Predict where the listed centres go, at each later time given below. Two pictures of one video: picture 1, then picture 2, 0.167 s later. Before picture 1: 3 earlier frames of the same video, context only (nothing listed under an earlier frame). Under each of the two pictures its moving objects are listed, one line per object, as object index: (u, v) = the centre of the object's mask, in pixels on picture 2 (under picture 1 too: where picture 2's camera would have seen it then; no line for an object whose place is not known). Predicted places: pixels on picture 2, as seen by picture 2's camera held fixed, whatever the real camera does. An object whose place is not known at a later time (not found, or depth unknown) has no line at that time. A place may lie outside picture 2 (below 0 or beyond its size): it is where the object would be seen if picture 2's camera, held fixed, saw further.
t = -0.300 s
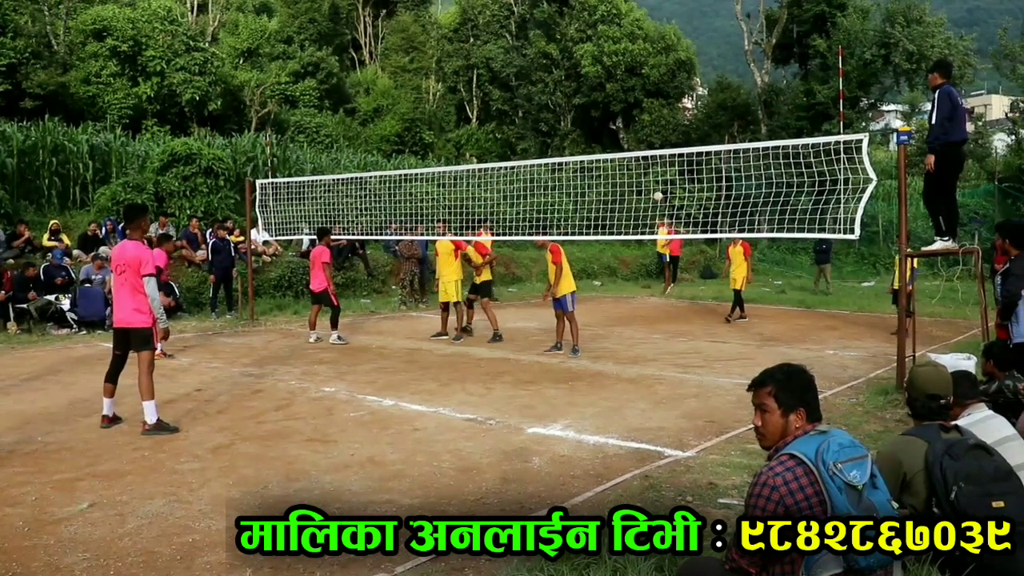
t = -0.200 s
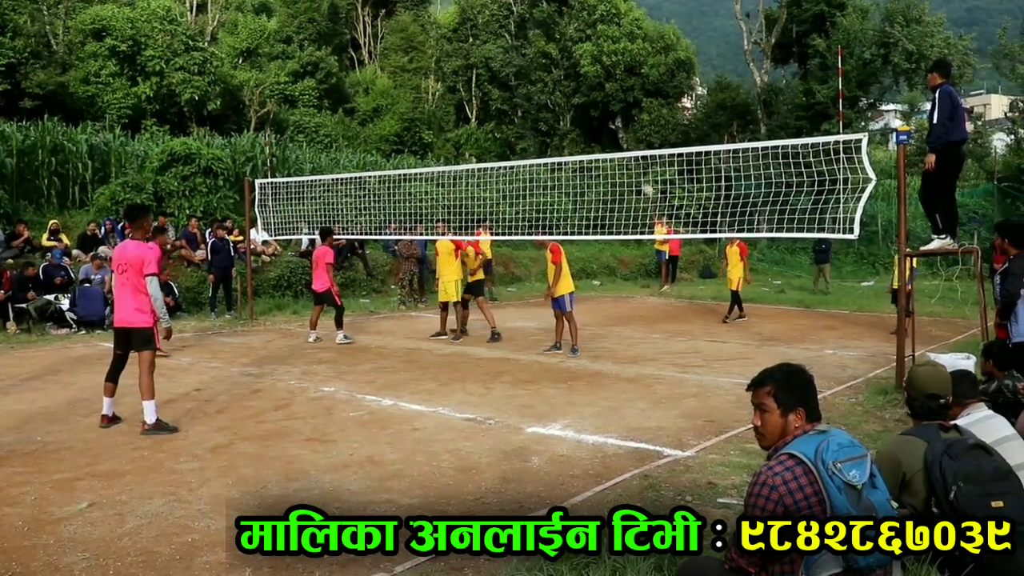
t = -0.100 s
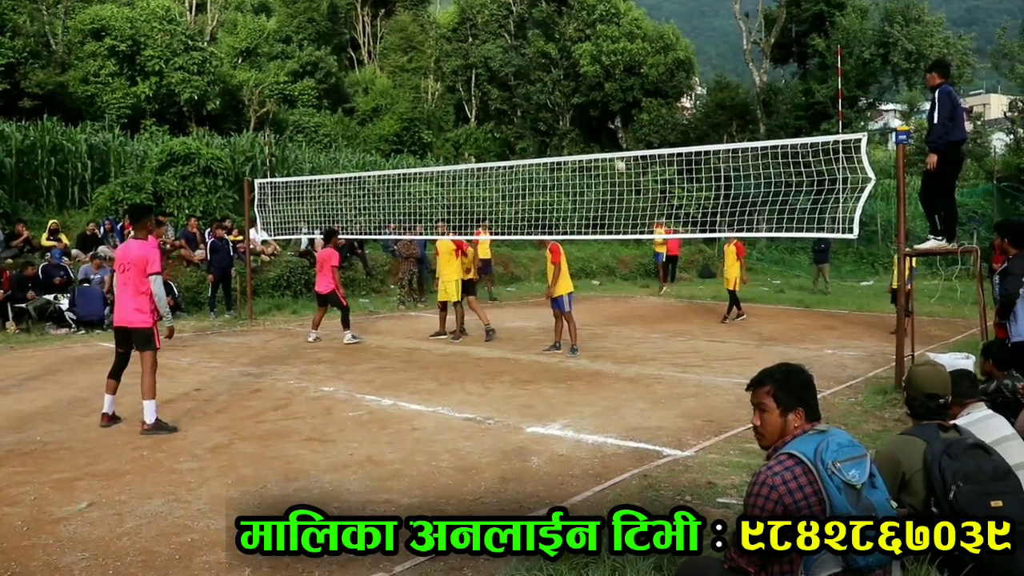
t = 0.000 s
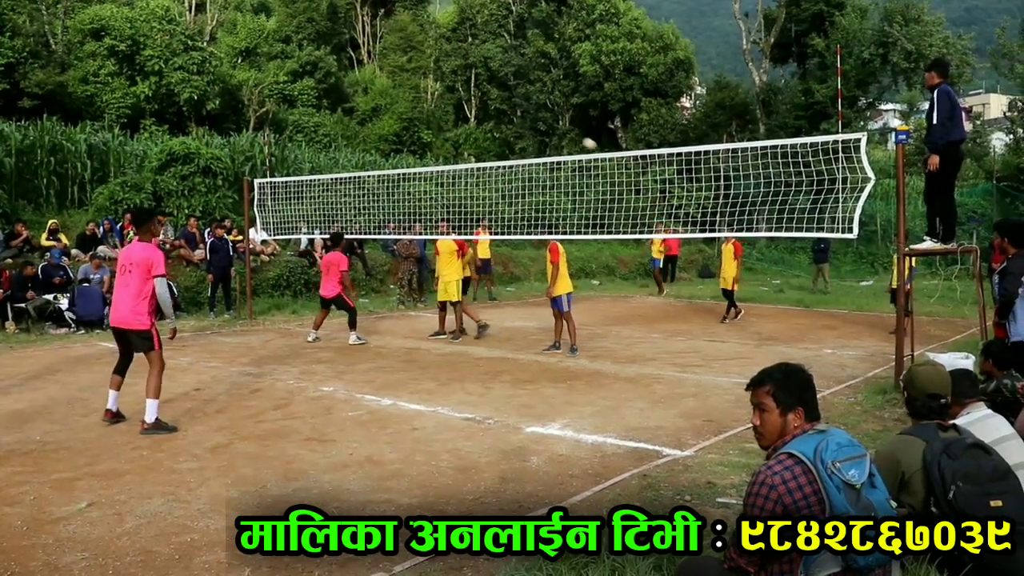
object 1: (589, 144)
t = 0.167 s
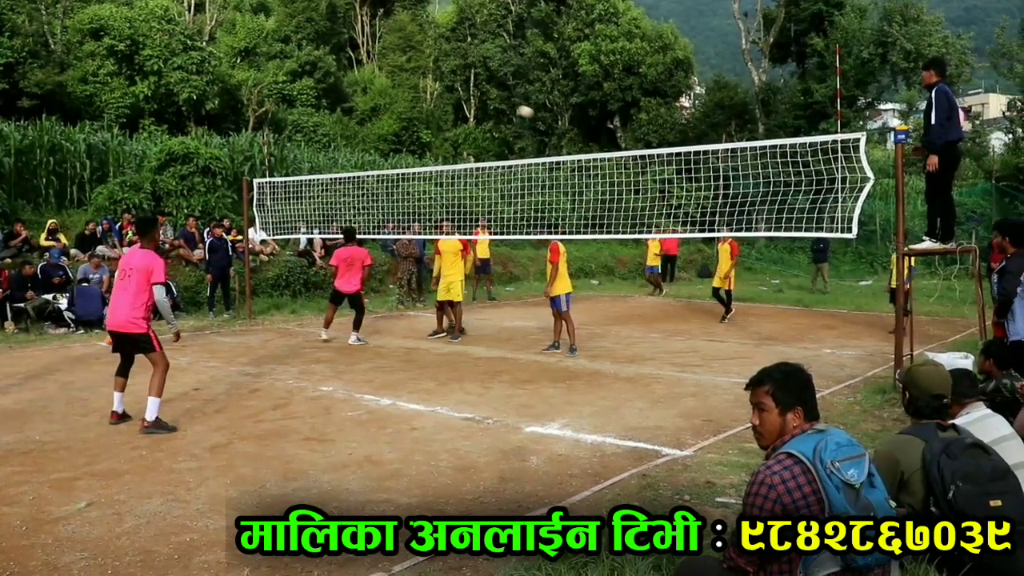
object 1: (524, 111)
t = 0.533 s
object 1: (352, 96)
